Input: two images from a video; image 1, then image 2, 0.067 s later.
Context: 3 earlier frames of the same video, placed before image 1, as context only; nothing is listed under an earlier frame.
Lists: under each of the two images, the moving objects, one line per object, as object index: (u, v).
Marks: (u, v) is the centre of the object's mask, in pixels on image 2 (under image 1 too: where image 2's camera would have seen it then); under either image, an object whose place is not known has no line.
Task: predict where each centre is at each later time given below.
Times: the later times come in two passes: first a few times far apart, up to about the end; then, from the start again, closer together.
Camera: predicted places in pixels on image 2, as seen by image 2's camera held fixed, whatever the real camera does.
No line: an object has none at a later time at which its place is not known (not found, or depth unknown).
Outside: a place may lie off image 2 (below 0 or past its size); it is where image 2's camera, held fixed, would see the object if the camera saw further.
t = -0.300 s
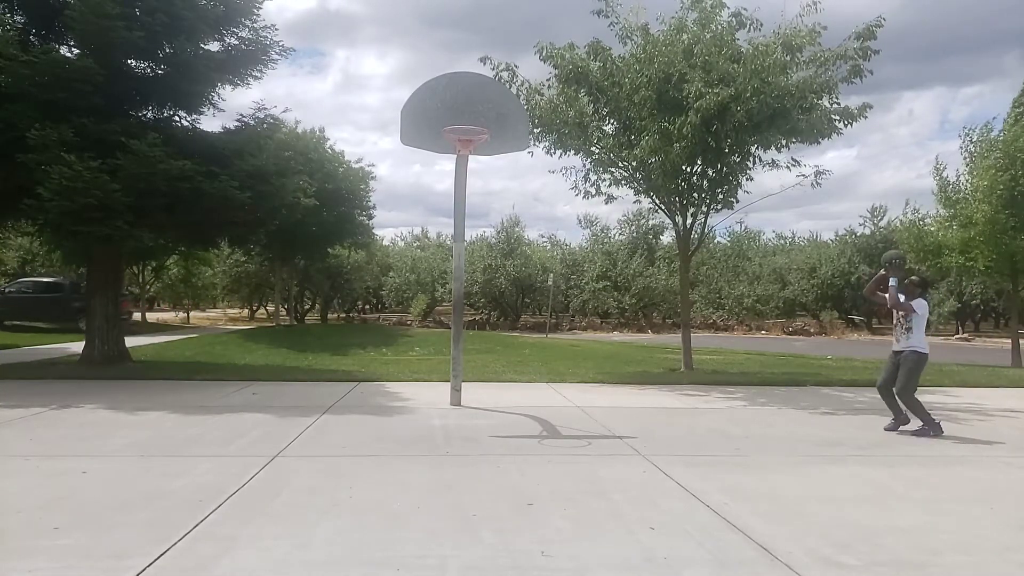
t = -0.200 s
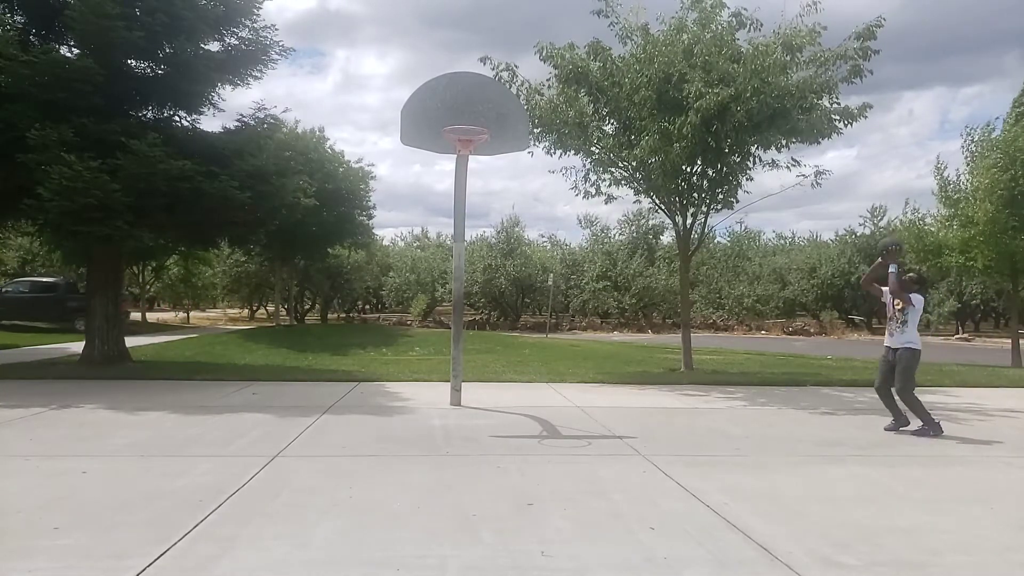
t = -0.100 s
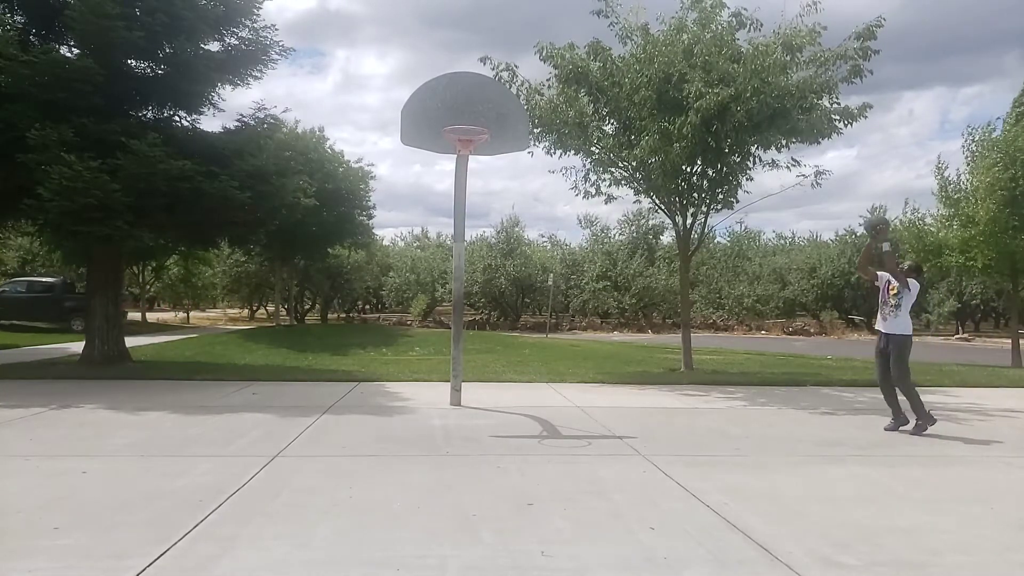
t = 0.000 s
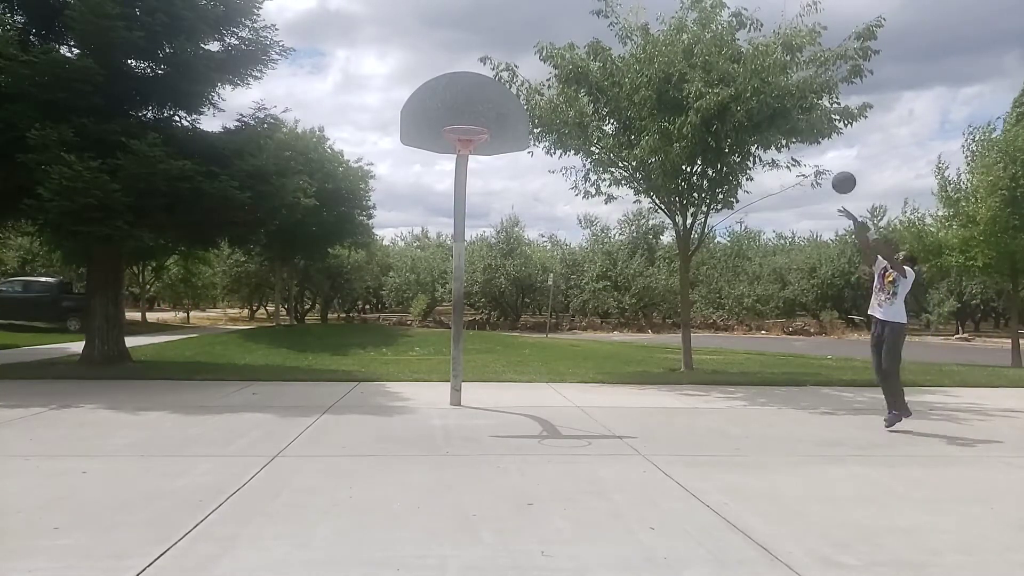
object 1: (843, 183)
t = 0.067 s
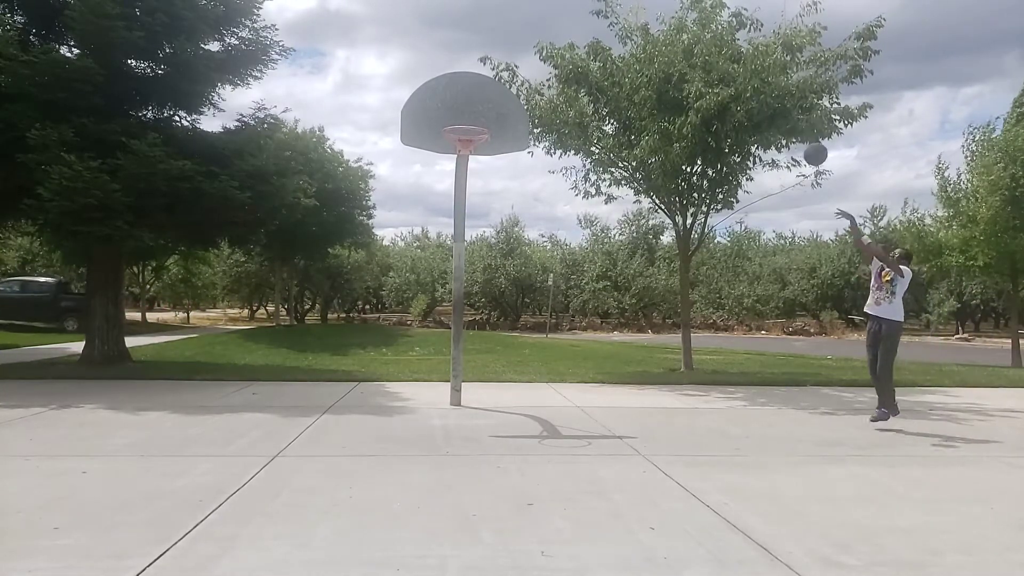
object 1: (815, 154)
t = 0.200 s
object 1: (759, 109)
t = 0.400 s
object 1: (675, 75)
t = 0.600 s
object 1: (590, 77)
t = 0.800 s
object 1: (506, 121)
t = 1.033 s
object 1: (553, 91)
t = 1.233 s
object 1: (609, 90)
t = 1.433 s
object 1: (660, 121)
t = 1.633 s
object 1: (707, 187)
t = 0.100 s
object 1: (801, 141)
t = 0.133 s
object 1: (788, 129)
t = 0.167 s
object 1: (773, 119)
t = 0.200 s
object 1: (759, 109)
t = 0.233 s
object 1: (745, 102)
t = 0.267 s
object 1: (731, 94)
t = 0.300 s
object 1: (717, 88)
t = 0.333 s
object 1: (702, 83)
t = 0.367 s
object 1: (689, 78)
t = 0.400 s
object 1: (675, 75)
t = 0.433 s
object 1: (661, 74)
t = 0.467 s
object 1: (647, 73)
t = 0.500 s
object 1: (632, 73)
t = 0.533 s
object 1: (618, 73)
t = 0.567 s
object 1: (604, 74)
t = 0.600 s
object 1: (590, 77)
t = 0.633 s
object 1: (577, 83)
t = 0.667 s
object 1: (561, 88)
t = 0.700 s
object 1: (547, 94)
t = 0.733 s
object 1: (533, 101)
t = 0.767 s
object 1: (519, 111)
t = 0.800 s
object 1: (506, 121)
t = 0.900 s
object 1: (514, 113)
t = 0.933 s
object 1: (524, 105)
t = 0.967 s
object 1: (534, 100)
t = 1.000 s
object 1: (544, 95)
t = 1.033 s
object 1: (553, 91)
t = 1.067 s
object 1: (564, 88)
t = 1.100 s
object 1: (572, 86)
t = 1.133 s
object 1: (581, 85)
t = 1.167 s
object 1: (591, 86)
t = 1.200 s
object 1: (600, 87)
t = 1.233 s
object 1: (609, 90)
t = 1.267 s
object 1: (617, 93)
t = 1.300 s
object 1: (625, 98)
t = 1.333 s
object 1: (634, 102)
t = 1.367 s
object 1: (644, 108)
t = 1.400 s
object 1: (651, 114)
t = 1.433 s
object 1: (660, 121)
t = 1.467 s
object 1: (668, 129)
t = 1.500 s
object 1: (675, 141)
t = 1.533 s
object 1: (683, 148)
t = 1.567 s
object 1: (691, 162)
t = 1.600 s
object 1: (699, 174)
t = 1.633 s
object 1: (707, 187)
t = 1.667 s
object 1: (714, 200)
